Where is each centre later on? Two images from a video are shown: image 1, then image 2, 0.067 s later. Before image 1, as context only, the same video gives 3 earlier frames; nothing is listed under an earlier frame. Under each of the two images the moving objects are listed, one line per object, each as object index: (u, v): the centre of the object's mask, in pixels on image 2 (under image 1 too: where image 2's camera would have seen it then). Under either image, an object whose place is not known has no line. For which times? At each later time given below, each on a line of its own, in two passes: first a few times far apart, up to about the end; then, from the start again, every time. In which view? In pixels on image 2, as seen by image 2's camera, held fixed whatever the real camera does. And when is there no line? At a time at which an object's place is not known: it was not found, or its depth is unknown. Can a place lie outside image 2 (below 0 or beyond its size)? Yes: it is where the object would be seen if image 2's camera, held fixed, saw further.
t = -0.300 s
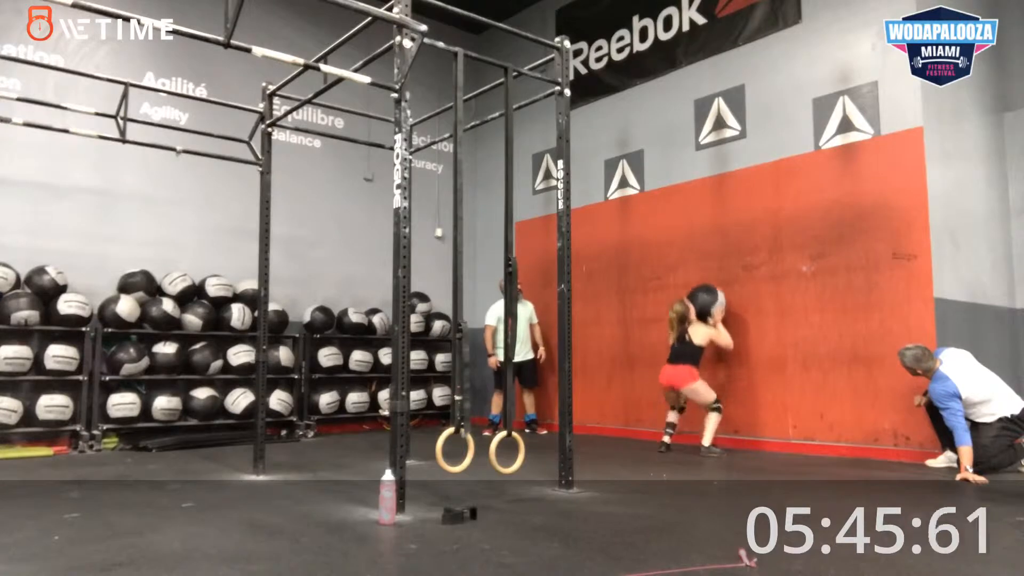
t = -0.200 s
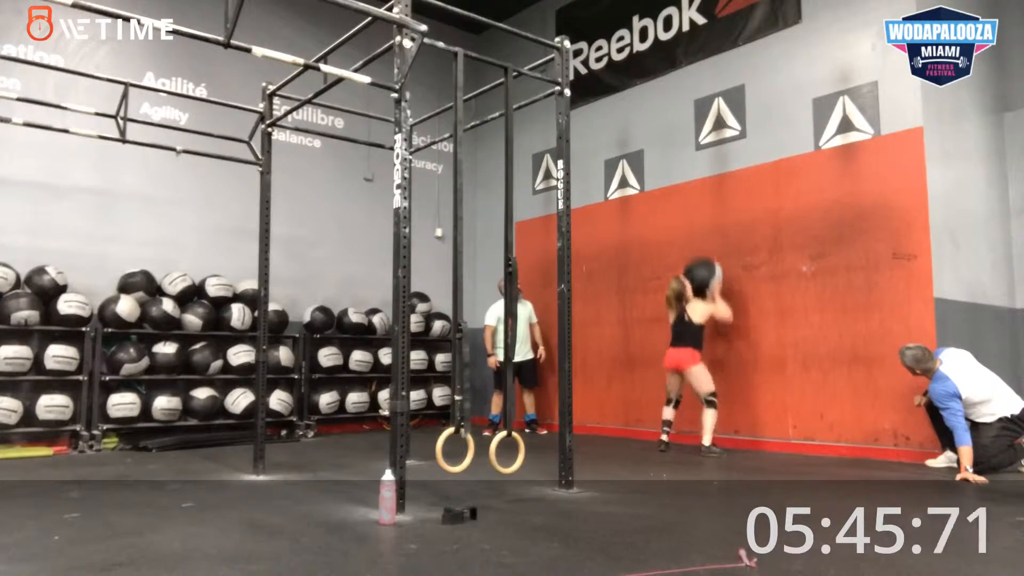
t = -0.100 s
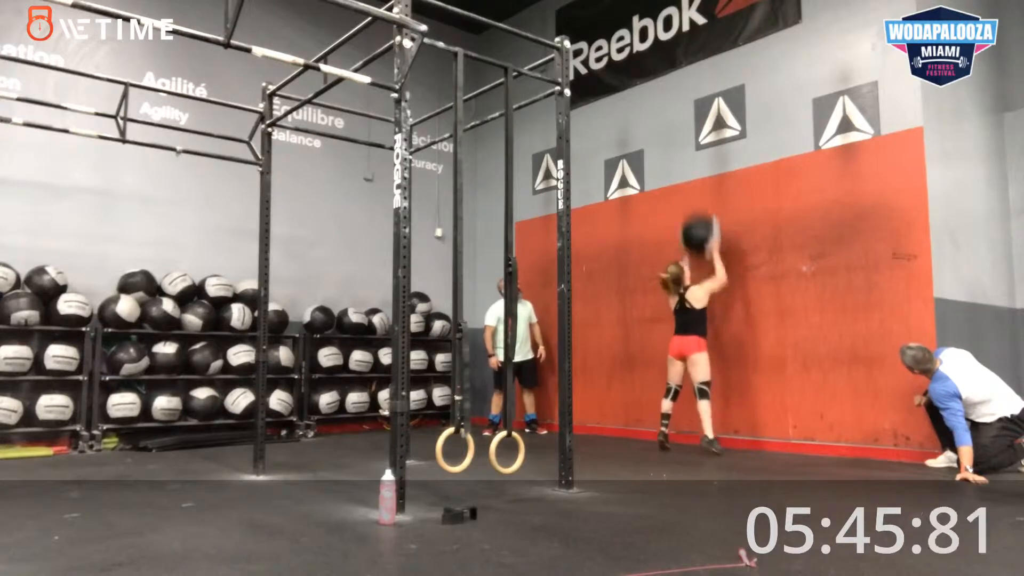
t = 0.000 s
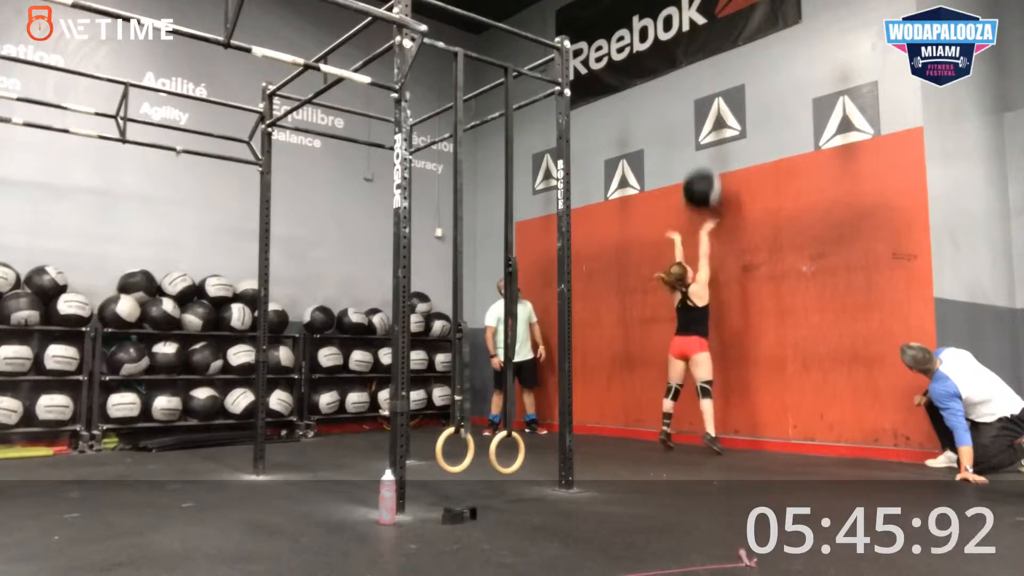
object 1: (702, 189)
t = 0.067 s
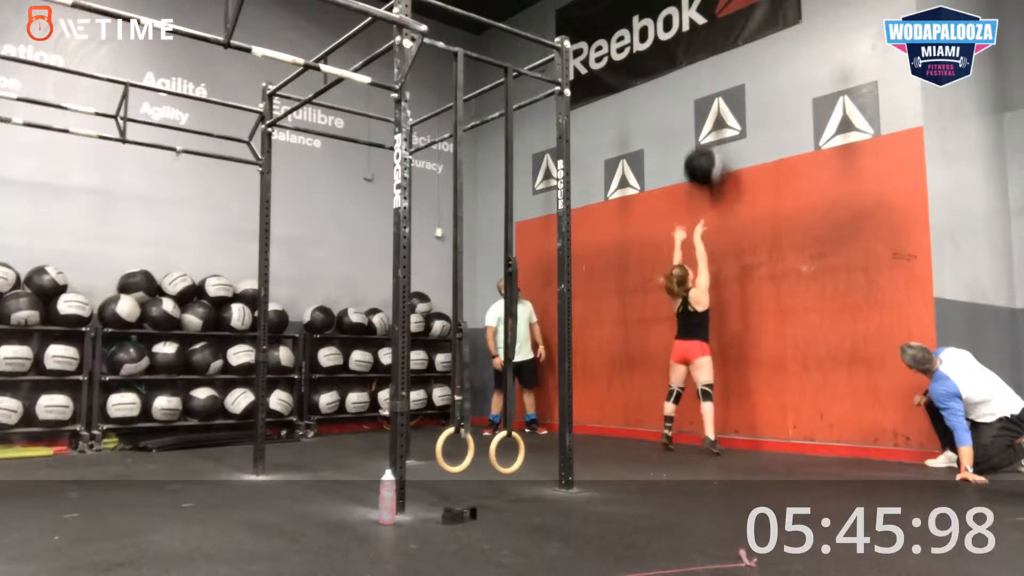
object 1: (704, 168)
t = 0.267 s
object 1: (709, 128)
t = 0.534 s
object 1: (703, 139)
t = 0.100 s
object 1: (705, 158)
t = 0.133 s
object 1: (706, 150)
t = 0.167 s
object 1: (707, 141)
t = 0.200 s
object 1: (707, 136)
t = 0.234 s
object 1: (708, 131)
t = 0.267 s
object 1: (709, 128)
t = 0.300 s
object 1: (709, 126)
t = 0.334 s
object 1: (708, 125)
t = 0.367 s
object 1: (708, 125)
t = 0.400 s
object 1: (707, 126)
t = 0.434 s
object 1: (706, 127)
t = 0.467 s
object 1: (705, 130)
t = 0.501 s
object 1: (704, 133)
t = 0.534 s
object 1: (703, 139)
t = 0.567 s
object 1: (702, 145)
